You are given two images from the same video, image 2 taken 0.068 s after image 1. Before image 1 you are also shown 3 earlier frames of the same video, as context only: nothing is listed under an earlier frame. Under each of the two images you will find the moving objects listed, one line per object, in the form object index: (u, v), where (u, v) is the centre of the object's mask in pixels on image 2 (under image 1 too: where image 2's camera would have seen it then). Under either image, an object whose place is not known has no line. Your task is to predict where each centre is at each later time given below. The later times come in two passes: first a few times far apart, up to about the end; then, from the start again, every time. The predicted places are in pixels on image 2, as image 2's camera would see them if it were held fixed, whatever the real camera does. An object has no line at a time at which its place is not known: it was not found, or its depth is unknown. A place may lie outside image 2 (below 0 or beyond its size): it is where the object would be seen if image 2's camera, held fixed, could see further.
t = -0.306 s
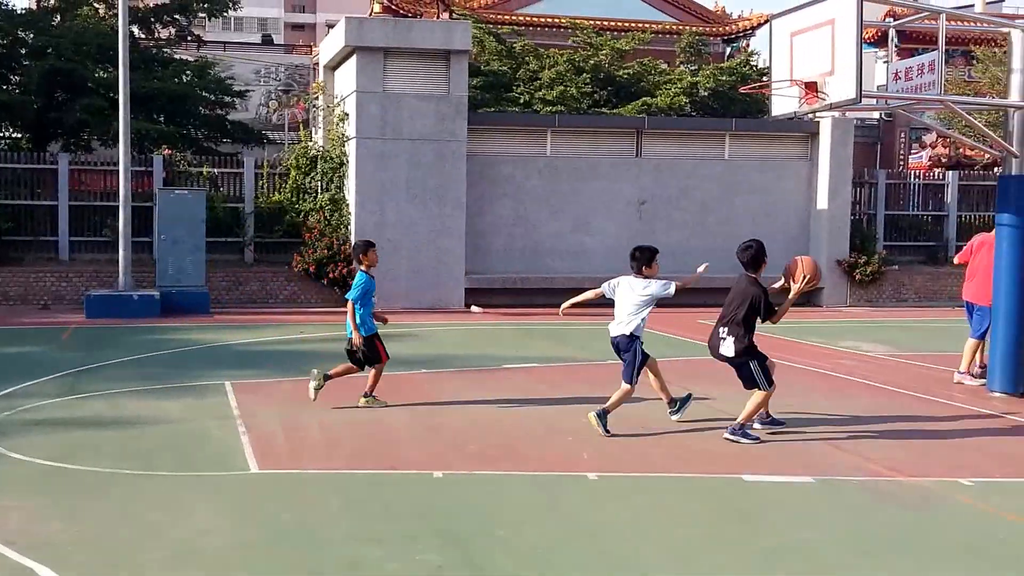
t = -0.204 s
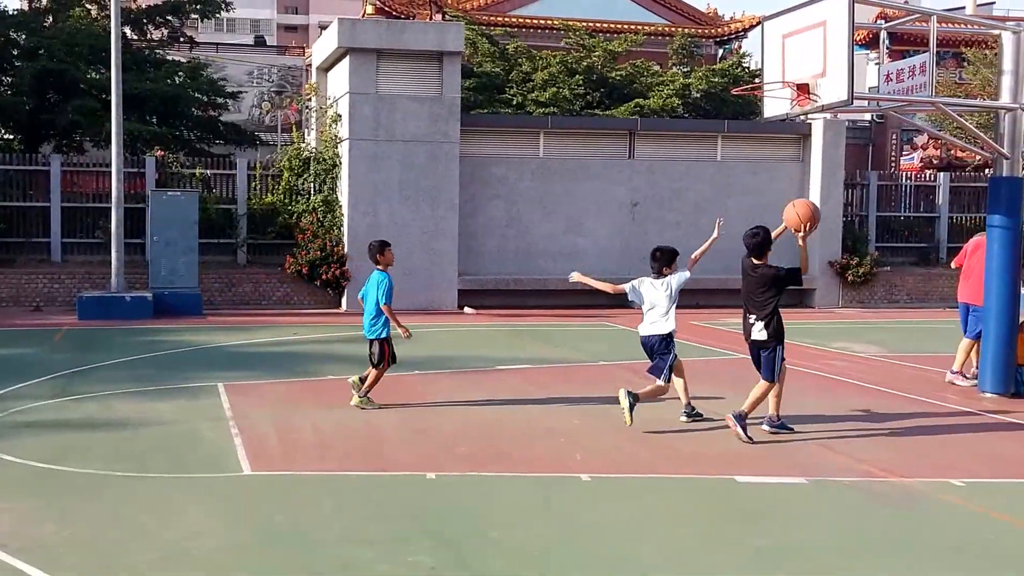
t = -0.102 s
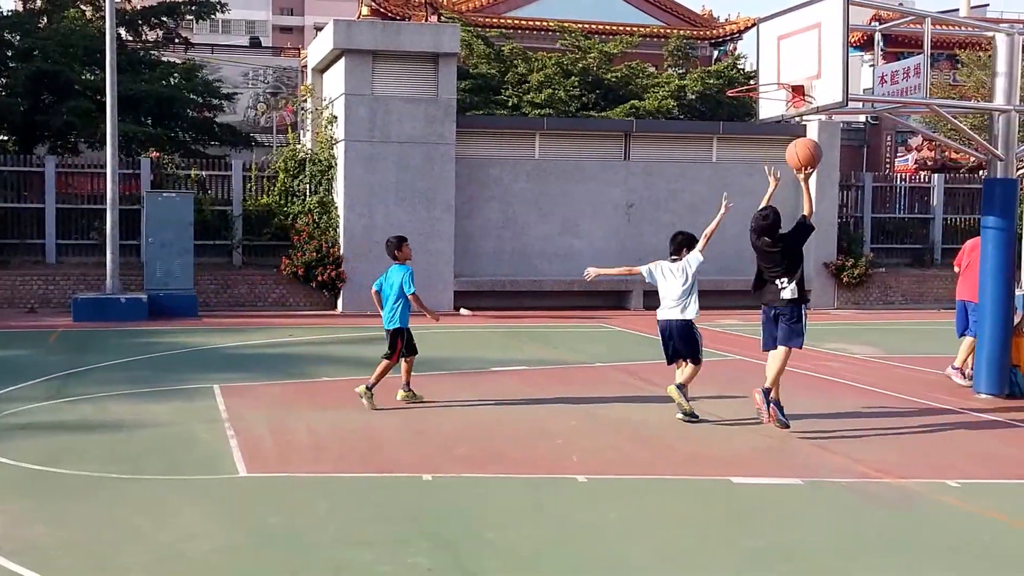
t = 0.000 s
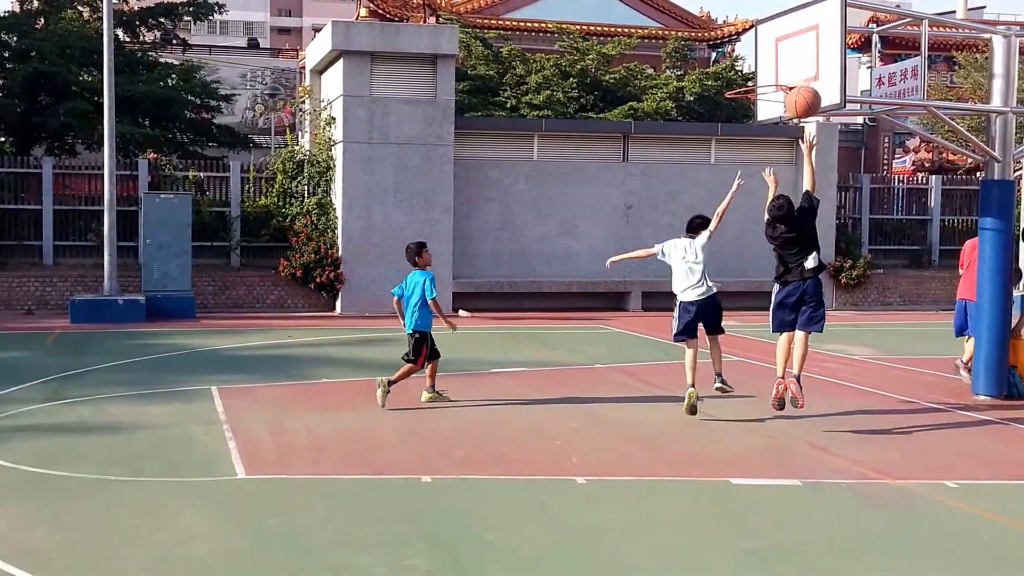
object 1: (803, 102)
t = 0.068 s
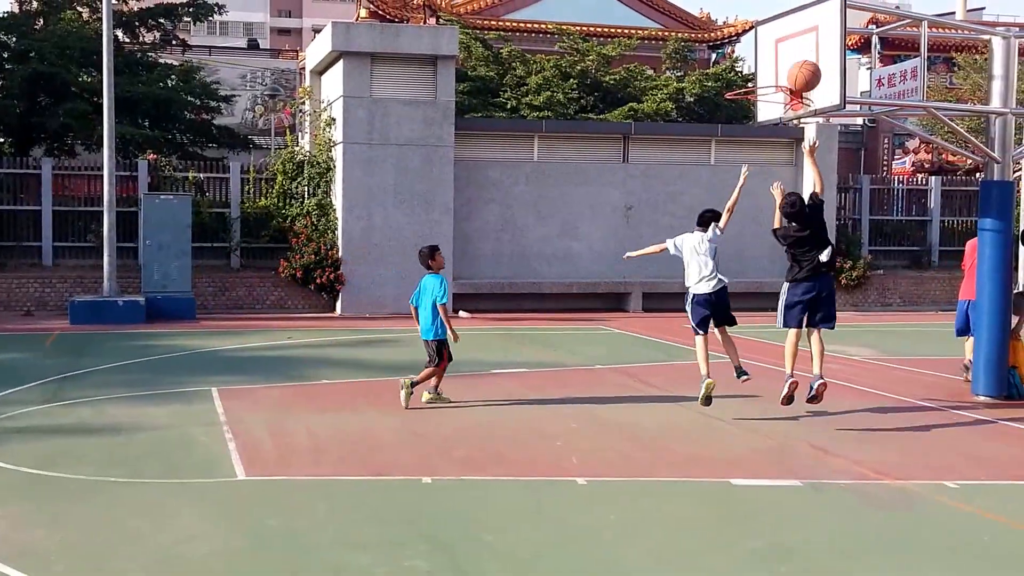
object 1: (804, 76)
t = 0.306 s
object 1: (801, 38)
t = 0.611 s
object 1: (751, 85)
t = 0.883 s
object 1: (706, 209)
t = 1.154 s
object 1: (666, 377)
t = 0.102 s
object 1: (804, 65)
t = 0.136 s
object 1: (803, 57)
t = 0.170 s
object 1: (803, 50)
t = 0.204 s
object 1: (803, 44)
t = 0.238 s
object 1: (802, 40)
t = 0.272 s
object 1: (801, 38)
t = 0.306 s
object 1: (801, 38)
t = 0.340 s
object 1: (800, 38)
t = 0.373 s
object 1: (800, 40)
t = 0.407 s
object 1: (794, 43)
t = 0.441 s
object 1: (787, 47)
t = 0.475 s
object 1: (779, 52)
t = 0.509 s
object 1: (772, 58)
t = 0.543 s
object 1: (765, 66)
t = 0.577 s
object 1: (758, 75)
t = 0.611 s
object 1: (751, 85)
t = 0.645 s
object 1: (744, 97)
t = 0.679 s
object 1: (737, 110)
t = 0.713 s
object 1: (732, 123)
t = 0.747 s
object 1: (727, 138)
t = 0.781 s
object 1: (723, 153)
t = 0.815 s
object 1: (717, 170)
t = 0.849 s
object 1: (712, 189)
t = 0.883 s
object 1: (706, 209)
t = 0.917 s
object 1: (701, 230)
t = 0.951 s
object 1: (695, 252)
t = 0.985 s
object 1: (690, 276)
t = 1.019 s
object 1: (685, 300)
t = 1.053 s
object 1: (679, 326)
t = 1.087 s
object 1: (674, 353)
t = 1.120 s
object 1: (668, 380)
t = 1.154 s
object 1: (666, 377)
